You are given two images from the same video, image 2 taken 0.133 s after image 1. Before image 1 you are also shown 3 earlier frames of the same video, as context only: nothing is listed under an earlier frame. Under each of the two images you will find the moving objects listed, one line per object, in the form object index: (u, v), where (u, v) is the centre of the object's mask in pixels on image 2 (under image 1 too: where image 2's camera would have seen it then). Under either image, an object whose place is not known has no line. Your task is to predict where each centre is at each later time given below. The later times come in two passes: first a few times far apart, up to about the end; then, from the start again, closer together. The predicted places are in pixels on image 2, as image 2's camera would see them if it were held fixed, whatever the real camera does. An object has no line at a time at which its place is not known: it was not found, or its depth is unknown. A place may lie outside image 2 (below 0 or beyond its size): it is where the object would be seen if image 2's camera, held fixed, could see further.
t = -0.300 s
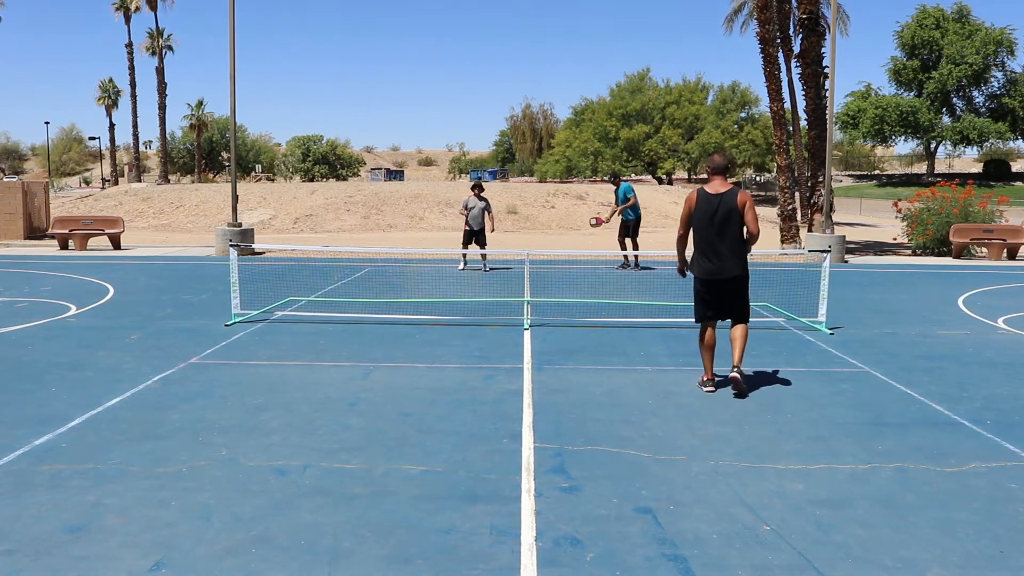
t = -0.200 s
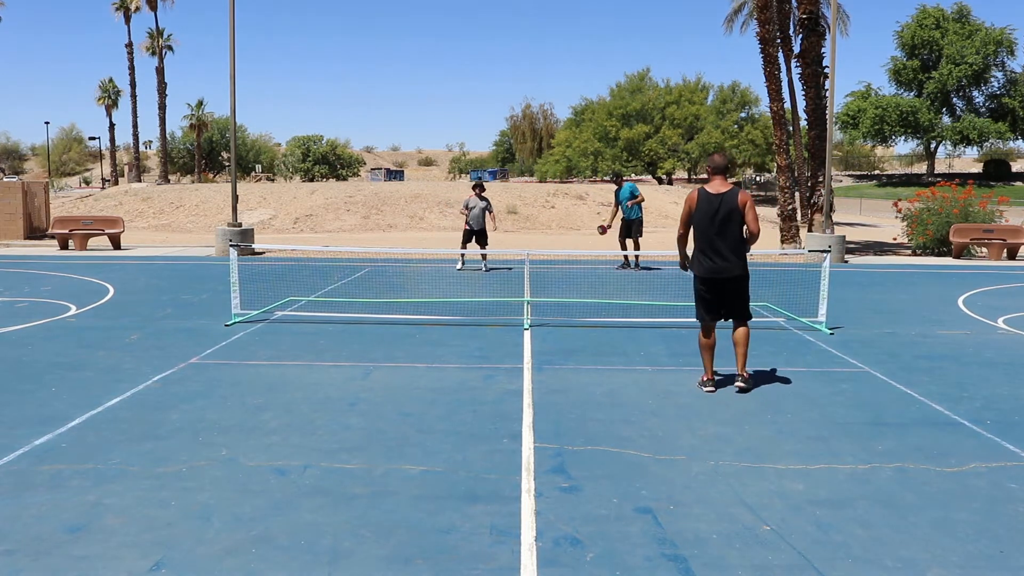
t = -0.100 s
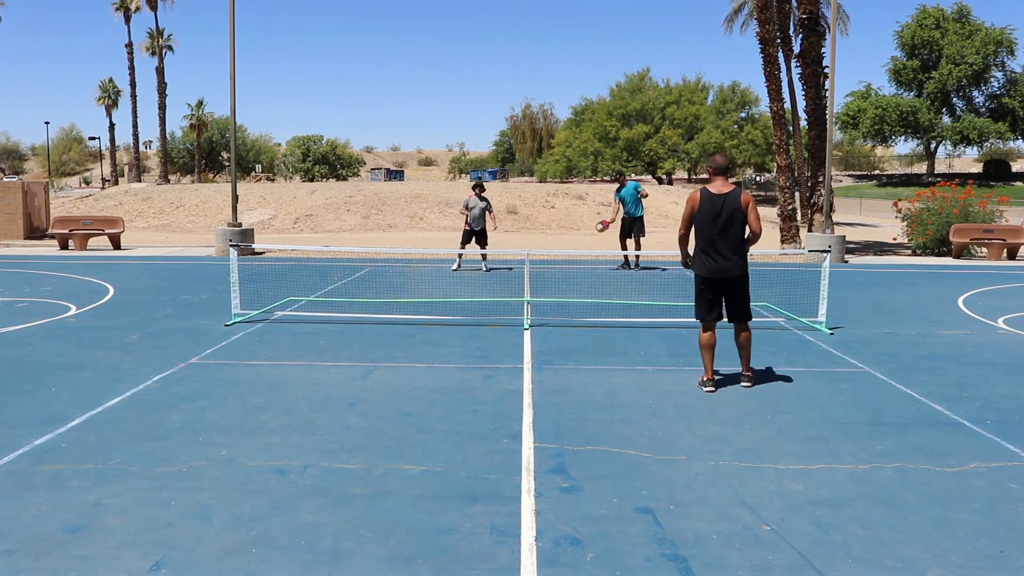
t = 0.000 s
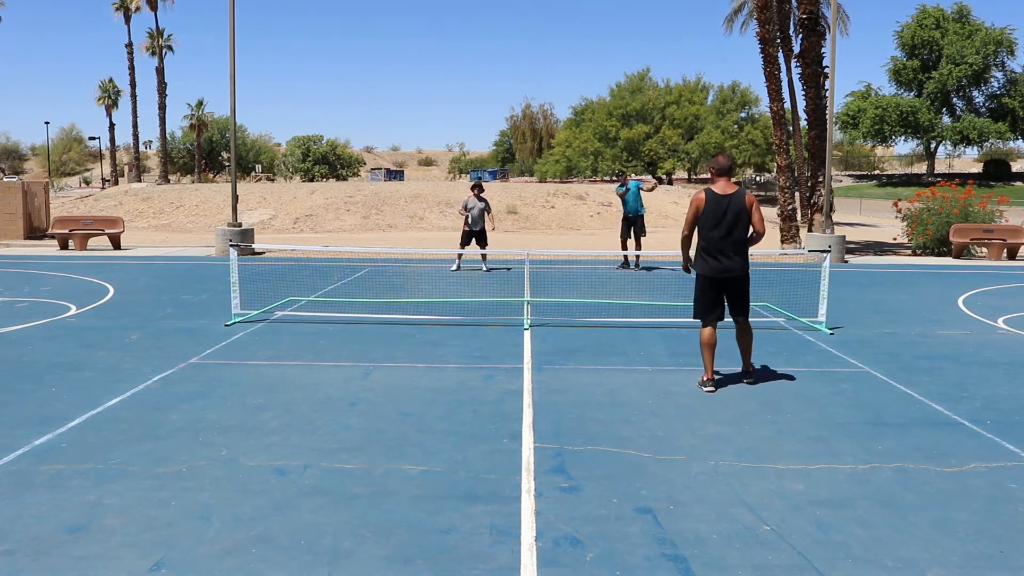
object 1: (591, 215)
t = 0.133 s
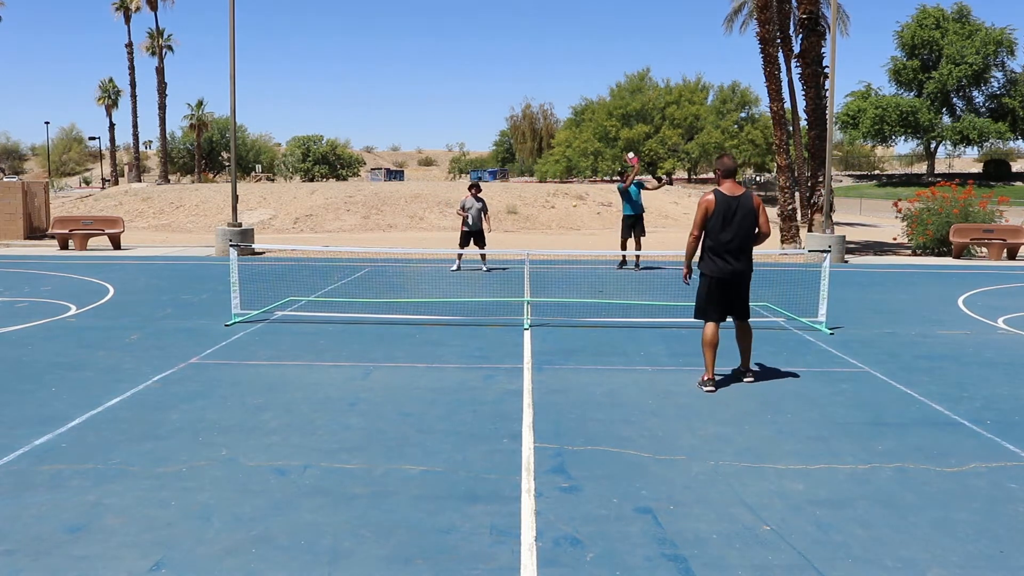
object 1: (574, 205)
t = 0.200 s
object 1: (564, 204)
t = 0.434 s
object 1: (512, 236)
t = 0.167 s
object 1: (569, 204)
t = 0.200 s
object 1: (564, 204)
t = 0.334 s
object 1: (538, 215)
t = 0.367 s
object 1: (530, 219)
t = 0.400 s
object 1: (521, 227)
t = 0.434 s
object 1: (512, 236)
